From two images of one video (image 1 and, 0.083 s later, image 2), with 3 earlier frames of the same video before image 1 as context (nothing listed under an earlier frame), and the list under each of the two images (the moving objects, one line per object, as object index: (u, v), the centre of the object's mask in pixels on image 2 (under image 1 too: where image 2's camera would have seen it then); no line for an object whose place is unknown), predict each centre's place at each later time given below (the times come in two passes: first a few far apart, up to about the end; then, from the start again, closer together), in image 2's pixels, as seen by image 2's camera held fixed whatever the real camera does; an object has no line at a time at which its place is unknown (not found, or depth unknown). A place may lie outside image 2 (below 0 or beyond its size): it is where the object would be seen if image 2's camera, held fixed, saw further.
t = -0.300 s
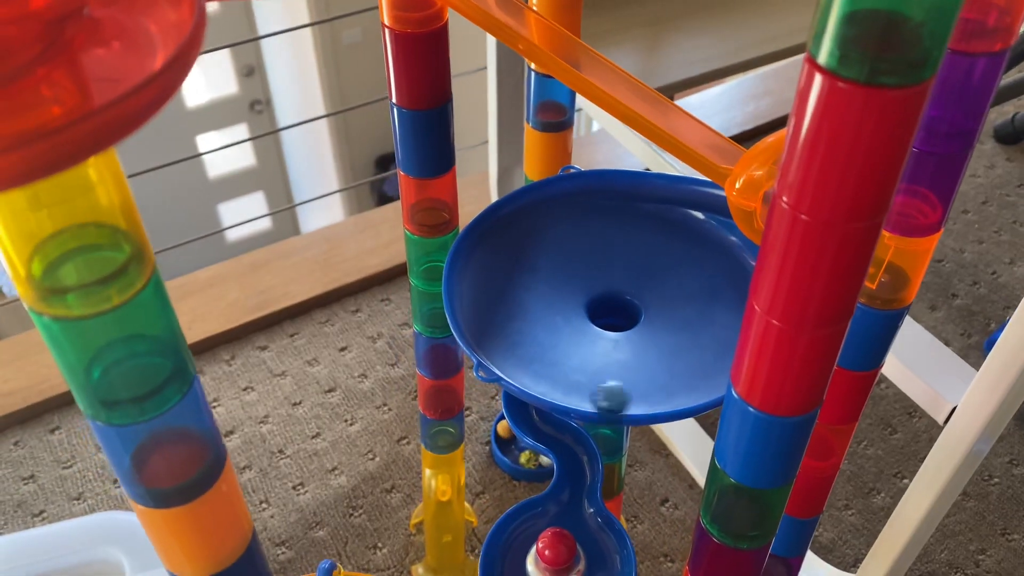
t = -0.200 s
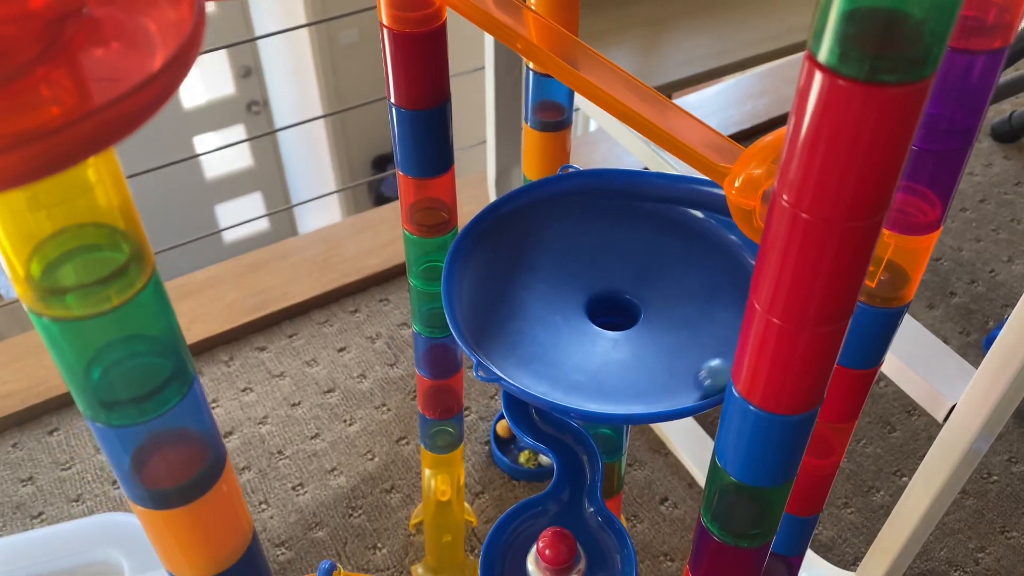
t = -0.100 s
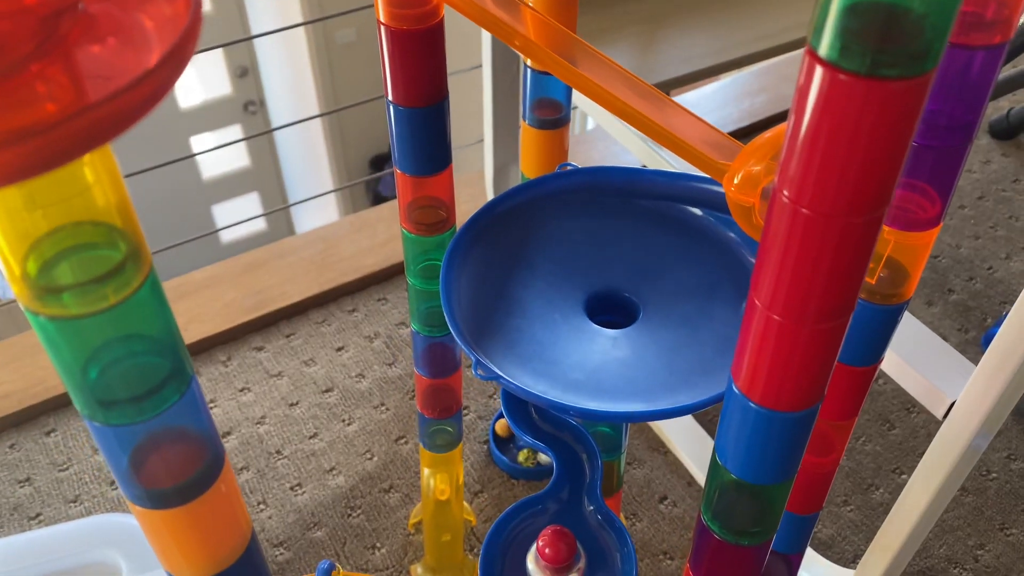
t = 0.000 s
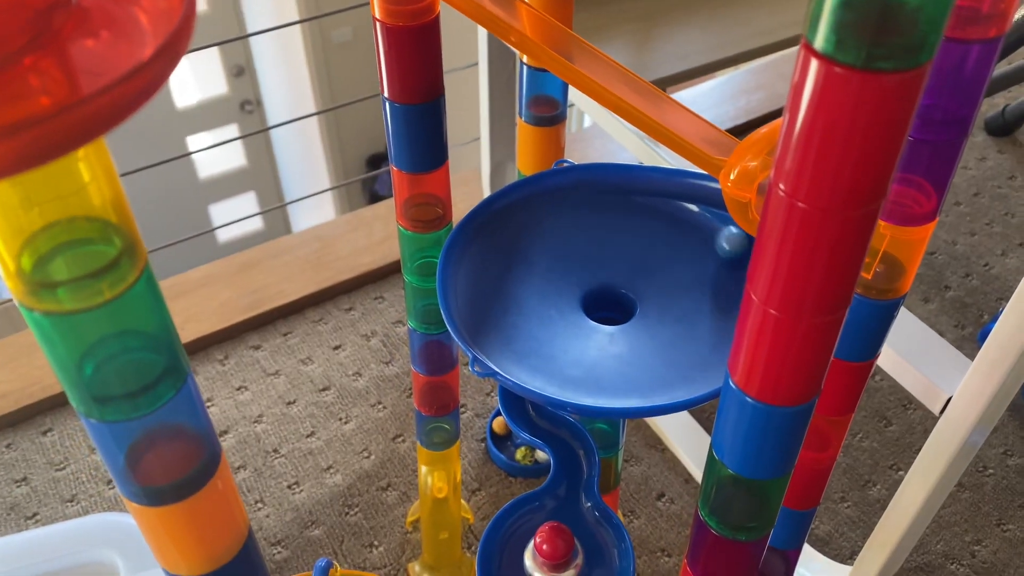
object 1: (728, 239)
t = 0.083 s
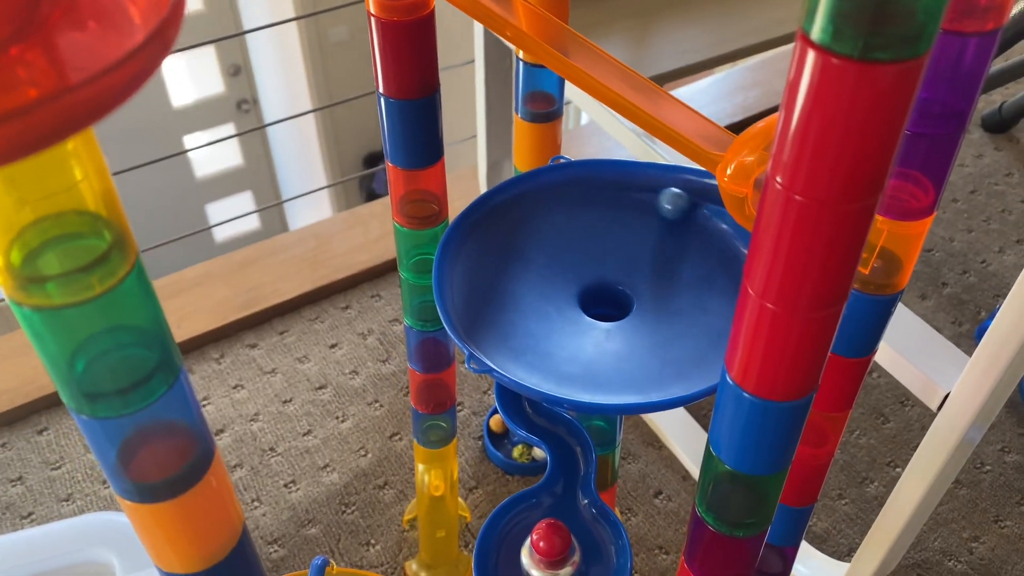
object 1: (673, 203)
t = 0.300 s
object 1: (516, 195)
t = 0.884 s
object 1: (698, 360)
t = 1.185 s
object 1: (711, 235)
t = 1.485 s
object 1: (535, 209)
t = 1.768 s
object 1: (476, 296)
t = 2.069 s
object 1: (625, 370)
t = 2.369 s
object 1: (721, 283)
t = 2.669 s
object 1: (622, 211)
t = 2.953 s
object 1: (510, 259)
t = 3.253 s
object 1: (568, 355)
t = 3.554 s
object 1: (696, 315)
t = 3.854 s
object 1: (632, 223)
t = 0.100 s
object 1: (660, 198)
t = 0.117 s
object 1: (646, 194)
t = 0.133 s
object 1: (632, 190)
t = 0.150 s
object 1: (620, 187)
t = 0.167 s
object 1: (607, 185)
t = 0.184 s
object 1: (592, 183)
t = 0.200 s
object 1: (580, 182)
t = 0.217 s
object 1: (567, 181)
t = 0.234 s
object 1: (554, 181)
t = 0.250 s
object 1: (542, 181)
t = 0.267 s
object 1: (532, 183)
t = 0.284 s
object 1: (524, 189)
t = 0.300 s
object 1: (516, 195)
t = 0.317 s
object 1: (509, 201)
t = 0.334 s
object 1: (501, 208)
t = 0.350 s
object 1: (495, 215)
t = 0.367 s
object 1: (489, 222)
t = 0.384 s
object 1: (484, 229)
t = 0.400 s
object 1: (480, 237)
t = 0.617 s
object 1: (502, 353)
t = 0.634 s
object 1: (511, 359)
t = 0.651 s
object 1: (522, 364)
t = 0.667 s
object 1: (533, 369)
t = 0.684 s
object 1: (545, 373)
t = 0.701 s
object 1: (559, 377)
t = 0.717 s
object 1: (572, 379)
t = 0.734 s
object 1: (585, 381)
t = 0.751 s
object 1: (598, 382)
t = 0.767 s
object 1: (612, 382)
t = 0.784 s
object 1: (626, 382)
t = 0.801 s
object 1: (639, 380)
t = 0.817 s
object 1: (652, 377)
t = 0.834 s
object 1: (666, 373)
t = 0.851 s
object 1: (678, 369)
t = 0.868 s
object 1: (689, 365)
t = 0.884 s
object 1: (698, 360)
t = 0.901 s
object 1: (708, 354)
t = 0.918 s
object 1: (713, 345)
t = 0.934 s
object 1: (717, 338)
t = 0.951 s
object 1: (722, 330)
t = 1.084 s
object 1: (733, 269)
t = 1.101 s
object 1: (732, 263)
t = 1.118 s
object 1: (731, 257)
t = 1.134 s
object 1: (729, 251)
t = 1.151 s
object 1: (725, 246)
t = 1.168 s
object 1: (721, 242)
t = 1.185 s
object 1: (711, 235)
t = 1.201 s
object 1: (703, 230)
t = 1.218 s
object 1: (694, 225)
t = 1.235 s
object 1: (684, 221)
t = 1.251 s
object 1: (675, 216)
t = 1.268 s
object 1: (665, 214)
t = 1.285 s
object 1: (654, 211)
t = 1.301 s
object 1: (643, 208)
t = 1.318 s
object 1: (633, 207)
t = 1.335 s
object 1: (623, 205)
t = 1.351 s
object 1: (613, 204)
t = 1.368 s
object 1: (603, 202)
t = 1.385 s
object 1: (591, 203)
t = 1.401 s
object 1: (582, 203)
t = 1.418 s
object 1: (571, 203)
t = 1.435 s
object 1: (562, 203)
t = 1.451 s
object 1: (553, 205)
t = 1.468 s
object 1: (544, 207)
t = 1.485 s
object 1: (535, 209)
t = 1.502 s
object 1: (527, 212)
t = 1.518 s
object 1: (519, 214)
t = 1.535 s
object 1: (512, 218)
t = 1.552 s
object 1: (505, 222)
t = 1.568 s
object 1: (499, 226)
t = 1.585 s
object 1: (492, 230)
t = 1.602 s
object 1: (487, 235)
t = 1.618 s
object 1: (484, 240)
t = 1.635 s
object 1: (479, 246)
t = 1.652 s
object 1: (476, 252)
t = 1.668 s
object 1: (474, 258)
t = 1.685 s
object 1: (473, 264)
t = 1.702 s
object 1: (472, 270)
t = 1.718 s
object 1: (472, 277)
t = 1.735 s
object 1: (473, 284)
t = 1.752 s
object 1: (474, 291)
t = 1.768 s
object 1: (476, 296)
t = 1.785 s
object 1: (480, 304)
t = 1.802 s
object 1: (484, 310)
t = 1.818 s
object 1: (489, 316)
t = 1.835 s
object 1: (494, 323)
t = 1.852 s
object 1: (500, 328)
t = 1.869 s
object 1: (506, 335)
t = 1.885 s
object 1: (513, 340)
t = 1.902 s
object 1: (522, 346)
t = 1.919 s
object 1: (531, 350)
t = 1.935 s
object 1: (540, 355)
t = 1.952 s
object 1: (549, 359)
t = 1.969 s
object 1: (560, 363)
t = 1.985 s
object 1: (570, 365)
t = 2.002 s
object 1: (581, 368)
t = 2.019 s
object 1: (592, 369)
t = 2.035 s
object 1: (603, 370)
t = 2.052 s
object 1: (614, 370)
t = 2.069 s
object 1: (625, 370)
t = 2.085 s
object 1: (636, 368)
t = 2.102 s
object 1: (647, 367)
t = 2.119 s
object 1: (657, 364)
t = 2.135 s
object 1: (667, 361)
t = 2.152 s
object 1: (676, 358)
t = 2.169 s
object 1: (684, 354)
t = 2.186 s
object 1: (692, 349)
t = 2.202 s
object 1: (700, 345)
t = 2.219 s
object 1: (705, 339)
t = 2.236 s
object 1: (708, 333)
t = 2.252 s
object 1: (711, 328)
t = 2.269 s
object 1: (714, 320)
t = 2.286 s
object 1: (716, 314)
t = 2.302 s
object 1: (718, 307)
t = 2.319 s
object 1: (720, 300)
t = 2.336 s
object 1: (720, 294)
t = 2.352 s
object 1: (721, 288)
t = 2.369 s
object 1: (721, 283)
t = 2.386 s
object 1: (721, 276)
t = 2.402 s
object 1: (721, 270)
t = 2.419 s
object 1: (719, 265)
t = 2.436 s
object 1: (718, 259)
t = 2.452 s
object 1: (715, 254)
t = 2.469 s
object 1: (710, 248)
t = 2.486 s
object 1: (705, 244)
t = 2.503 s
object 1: (698, 239)
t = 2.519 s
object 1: (692, 234)
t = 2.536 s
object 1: (685, 230)
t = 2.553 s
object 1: (677, 226)
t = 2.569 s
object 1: (670, 223)
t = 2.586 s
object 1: (662, 220)
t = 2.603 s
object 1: (655, 217)
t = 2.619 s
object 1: (647, 215)
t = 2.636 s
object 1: (638, 213)
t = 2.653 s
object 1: (629, 211)
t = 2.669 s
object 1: (622, 211)
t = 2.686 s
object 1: (614, 212)
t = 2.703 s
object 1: (605, 212)
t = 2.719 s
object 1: (596, 211)
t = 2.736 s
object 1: (588, 212)
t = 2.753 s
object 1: (580, 214)
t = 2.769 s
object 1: (572, 216)
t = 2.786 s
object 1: (564, 218)
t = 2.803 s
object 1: (557, 220)
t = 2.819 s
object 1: (551, 223)
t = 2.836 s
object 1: (543, 227)
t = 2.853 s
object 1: (537, 230)
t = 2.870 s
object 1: (531, 234)
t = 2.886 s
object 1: (526, 239)
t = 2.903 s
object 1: (521, 243)
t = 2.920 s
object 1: (516, 248)
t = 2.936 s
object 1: (513, 254)
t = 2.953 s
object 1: (510, 259)
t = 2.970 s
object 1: (507, 265)
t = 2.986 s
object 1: (506, 271)
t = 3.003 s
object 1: (504, 277)
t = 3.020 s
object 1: (504, 282)
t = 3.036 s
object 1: (504, 288)
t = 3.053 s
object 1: (505, 294)
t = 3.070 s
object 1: (506, 301)
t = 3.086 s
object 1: (509, 306)
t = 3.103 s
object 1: (512, 312)
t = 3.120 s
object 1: (516, 318)
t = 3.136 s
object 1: (520, 324)
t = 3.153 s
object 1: (526, 329)
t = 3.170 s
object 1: (531, 335)
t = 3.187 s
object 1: (538, 339)
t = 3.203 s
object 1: (545, 344)
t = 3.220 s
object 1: (552, 348)
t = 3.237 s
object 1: (560, 352)
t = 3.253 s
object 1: (568, 355)
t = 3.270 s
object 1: (577, 357)
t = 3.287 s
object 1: (585, 359)
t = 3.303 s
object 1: (594, 360)
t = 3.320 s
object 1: (603, 361)
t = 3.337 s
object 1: (612, 361)
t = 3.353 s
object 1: (621, 360)
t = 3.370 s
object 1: (630, 359)
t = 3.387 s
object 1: (639, 358)
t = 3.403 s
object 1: (647, 355)
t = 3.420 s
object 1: (655, 353)
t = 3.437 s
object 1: (662, 350)
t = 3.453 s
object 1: (669, 346)
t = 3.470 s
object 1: (675, 341)
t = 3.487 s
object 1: (681, 337)
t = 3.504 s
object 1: (685, 331)
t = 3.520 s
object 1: (689, 326)
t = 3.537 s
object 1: (693, 321)
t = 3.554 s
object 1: (696, 315)
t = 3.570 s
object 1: (698, 309)
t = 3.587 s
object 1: (699, 303)
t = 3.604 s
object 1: (699, 297)
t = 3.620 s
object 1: (699, 291)
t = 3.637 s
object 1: (697, 285)
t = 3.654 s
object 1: (694, 278)
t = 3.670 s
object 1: (692, 272)
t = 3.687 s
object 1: (689, 267)
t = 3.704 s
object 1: (684, 261)
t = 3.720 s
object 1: (680, 256)
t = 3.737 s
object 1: (675, 250)
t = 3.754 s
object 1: (670, 245)
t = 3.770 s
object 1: (665, 241)
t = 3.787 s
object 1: (659, 237)
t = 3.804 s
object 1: (652, 233)
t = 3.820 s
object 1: (646, 229)
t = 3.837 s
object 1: (638, 226)
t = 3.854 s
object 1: (632, 223)
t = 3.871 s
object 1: (624, 221)
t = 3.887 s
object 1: (616, 219)
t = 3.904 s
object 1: (610, 218)
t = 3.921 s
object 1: (603, 217)
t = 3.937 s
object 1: (596, 217)
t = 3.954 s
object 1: (590, 217)
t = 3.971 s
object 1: (583, 218)
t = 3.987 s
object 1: (576, 218)
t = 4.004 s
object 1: (570, 219)
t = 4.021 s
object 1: (564, 220)
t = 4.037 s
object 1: (558, 223)
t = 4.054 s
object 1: (554, 227)
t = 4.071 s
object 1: (549, 230)
